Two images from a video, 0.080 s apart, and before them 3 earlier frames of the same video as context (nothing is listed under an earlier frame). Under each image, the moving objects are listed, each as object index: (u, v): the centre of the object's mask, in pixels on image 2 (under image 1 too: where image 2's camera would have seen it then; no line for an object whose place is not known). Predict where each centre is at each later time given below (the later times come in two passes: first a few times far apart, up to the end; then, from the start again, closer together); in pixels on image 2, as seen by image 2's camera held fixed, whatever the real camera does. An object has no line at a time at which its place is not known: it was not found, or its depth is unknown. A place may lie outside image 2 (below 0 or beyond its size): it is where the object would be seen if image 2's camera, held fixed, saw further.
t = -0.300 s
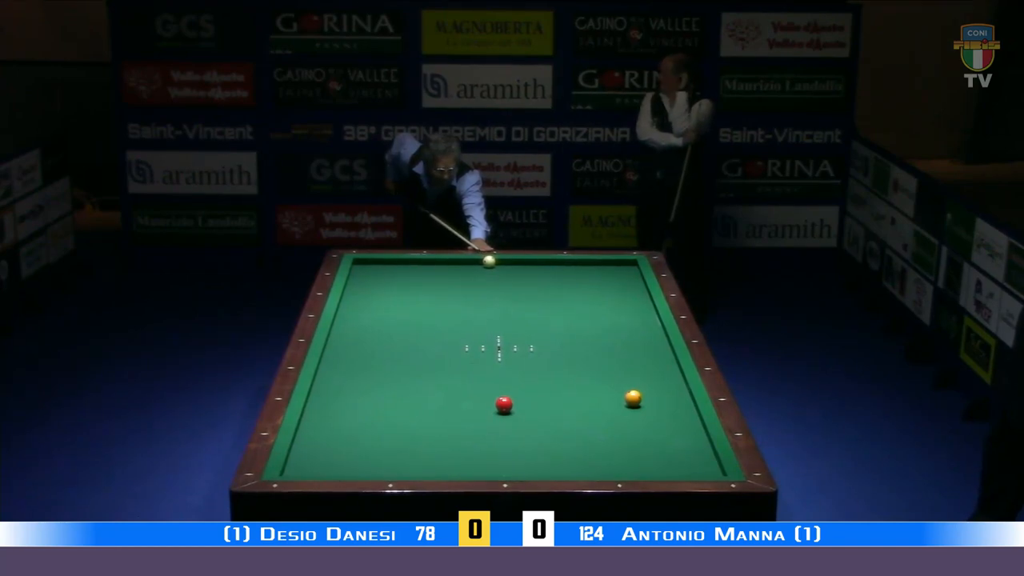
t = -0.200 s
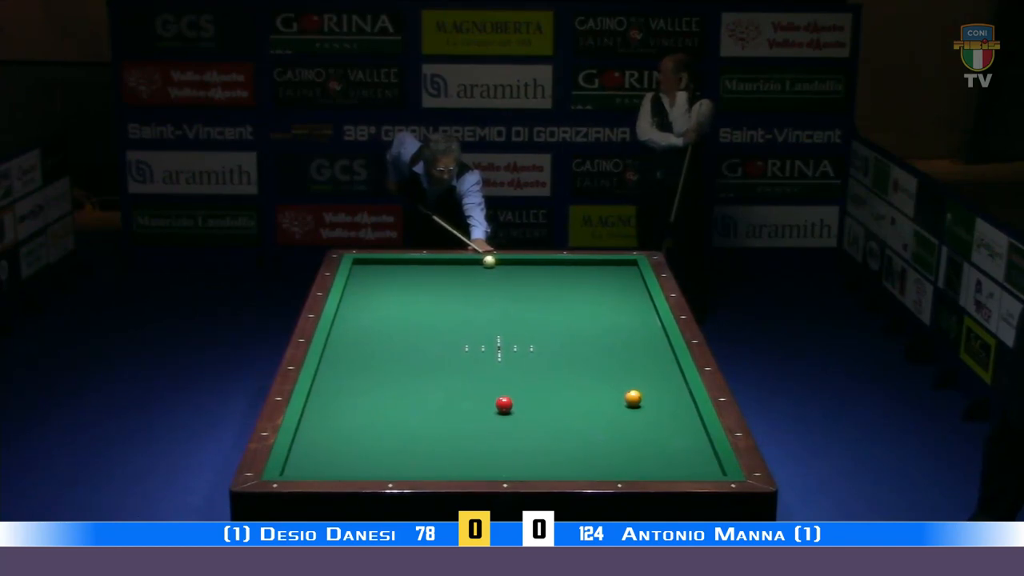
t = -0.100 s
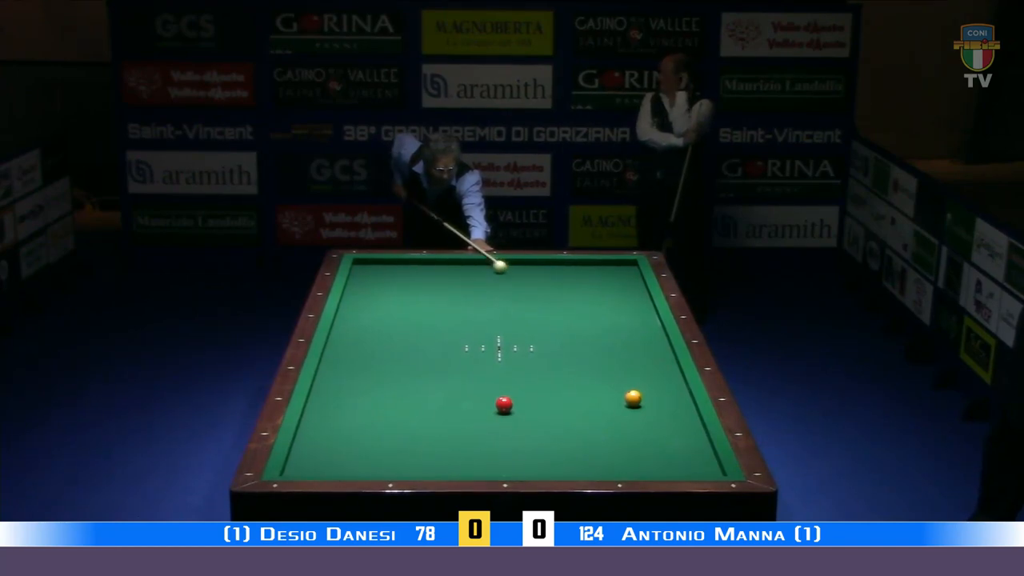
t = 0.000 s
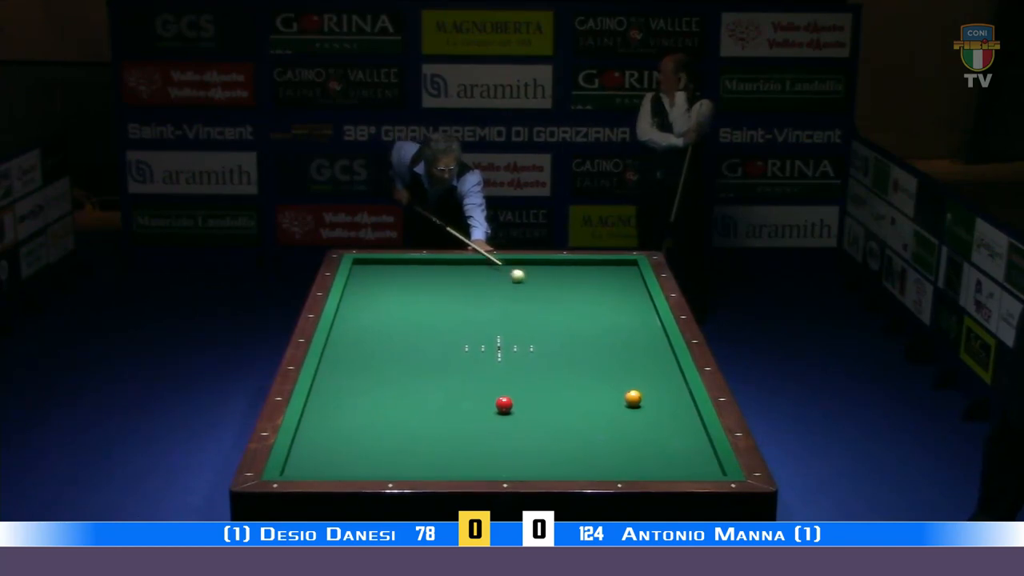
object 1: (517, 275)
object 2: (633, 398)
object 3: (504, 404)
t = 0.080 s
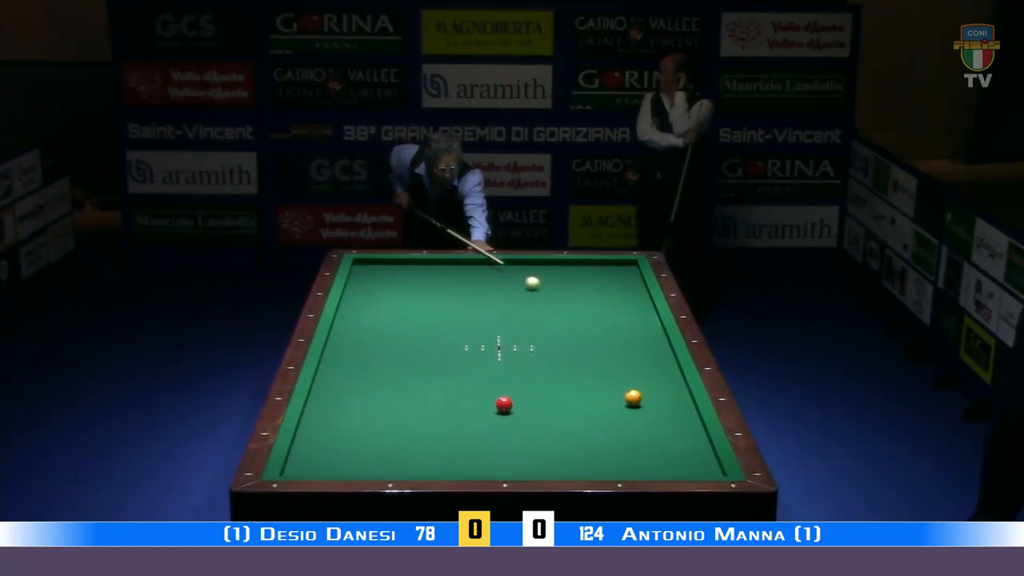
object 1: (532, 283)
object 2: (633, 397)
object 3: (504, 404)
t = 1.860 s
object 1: (645, 418)
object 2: (567, 470)
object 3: (504, 404)
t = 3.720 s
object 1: (660, 470)
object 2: (455, 393)
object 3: (515, 399)
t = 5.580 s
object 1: (654, 446)
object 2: (358, 354)
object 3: (536, 390)
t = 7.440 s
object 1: (653, 437)
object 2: (356, 332)
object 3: (538, 389)
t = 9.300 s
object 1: (652, 436)
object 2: (376, 324)
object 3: (538, 389)
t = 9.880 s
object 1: (652, 437)
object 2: (378, 322)
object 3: (538, 389)
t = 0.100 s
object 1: (536, 285)
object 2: (633, 398)
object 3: (504, 404)
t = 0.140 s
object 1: (544, 289)
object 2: (632, 398)
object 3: (504, 404)
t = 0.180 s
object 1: (552, 293)
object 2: (633, 398)
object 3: (504, 404)
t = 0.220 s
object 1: (560, 297)
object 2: (633, 398)
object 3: (504, 404)
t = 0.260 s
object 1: (568, 301)
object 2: (633, 398)
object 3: (504, 404)
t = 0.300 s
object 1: (576, 306)
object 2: (633, 398)
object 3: (504, 404)
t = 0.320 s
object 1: (581, 308)
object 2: (633, 398)
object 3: (504, 404)
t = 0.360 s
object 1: (589, 312)
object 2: (633, 398)
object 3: (504, 404)
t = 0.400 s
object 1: (597, 317)
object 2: (633, 398)
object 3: (504, 404)
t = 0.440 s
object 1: (607, 321)
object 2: (633, 398)
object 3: (504, 404)
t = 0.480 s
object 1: (616, 326)
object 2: (633, 398)
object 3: (504, 404)
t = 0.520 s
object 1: (625, 330)
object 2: (633, 398)
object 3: (504, 404)
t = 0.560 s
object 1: (635, 336)
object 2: (633, 398)
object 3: (504, 404)
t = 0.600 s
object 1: (644, 340)
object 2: (632, 398)
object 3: (504, 404)
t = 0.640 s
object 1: (654, 345)
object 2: (633, 398)
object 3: (504, 404)
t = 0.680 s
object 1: (664, 350)
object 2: (633, 398)
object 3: (504, 404)
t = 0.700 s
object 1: (667, 353)
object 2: (632, 398)
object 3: (504, 404)
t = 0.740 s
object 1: (663, 357)
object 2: (633, 398)
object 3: (504, 404)
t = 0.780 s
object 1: (658, 362)
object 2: (633, 398)
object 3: (504, 404)
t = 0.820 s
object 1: (654, 366)
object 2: (633, 398)
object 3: (504, 404)
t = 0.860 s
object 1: (650, 371)
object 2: (633, 398)
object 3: (504, 404)
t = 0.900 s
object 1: (647, 375)
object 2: (633, 398)
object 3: (504, 404)
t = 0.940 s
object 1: (644, 380)
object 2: (633, 398)
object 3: (504, 404)
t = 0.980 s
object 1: (642, 384)
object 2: (633, 398)
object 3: (504, 404)
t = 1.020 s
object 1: (640, 388)
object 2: (633, 398)
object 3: (504, 404)
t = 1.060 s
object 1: (639, 391)
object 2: (632, 400)
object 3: (504, 404)
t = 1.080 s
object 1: (639, 392)
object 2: (629, 402)
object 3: (504, 404)
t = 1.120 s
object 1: (639, 394)
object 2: (625, 406)
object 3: (504, 404)
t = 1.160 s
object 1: (640, 395)
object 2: (622, 411)
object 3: (504, 404)
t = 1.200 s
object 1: (640, 396)
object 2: (618, 415)
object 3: (504, 404)
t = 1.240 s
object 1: (640, 397)
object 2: (615, 420)
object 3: (504, 404)
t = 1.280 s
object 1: (641, 398)
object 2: (611, 424)
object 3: (504, 404)
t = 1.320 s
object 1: (641, 400)
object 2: (608, 427)
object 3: (504, 404)
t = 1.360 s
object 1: (642, 401)
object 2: (605, 431)
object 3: (504, 404)
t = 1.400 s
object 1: (642, 402)
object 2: (603, 435)
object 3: (504, 404)
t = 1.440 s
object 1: (642, 404)
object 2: (600, 438)
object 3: (504, 404)
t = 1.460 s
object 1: (643, 404)
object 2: (598, 441)
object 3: (504, 404)
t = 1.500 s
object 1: (643, 406)
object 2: (595, 444)
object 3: (504, 404)
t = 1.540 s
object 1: (643, 407)
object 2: (592, 447)
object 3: (504, 404)
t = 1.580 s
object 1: (643, 409)
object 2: (589, 451)
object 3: (504, 404)
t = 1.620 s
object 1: (643, 410)
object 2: (586, 455)
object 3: (504, 404)
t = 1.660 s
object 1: (644, 411)
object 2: (583, 459)
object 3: (504, 404)
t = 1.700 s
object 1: (644, 413)
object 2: (580, 463)
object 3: (504, 404)
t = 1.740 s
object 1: (644, 414)
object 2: (577, 466)
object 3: (504, 404)
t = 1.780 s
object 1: (645, 415)
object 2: (573, 469)
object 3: (504, 404)
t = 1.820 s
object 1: (645, 417)
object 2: (570, 471)
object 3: (504, 404)
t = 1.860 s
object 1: (645, 418)
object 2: (567, 470)
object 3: (504, 404)
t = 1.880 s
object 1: (646, 419)
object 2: (566, 468)
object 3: (504, 404)
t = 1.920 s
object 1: (646, 420)
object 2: (563, 466)
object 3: (504, 404)
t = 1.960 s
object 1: (646, 422)
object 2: (560, 465)
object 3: (504, 404)
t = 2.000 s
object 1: (646, 423)
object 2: (557, 463)
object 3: (504, 404)
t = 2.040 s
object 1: (647, 424)
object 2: (555, 461)
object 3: (504, 404)
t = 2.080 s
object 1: (647, 426)
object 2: (552, 458)
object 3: (504, 404)
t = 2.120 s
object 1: (647, 427)
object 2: (550, 457)
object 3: (504, 404)
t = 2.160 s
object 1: (647, 428)
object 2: (547, 454)
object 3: (504, 404)
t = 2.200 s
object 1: (648, 430)
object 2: (545, 452)
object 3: (504, 404)
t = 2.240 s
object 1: (648, 431)
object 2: (542, 450)
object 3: (504, 404)
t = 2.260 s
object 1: (648, 432)
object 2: (541, 449)
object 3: (504, 404)
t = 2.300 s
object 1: (648, 433)
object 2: (539, 447)
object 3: (504, 404)
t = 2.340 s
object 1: (649, 434)
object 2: (536, 445)
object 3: (504, 404)
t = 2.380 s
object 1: (649, 436)
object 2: (534, 443)
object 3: (504, 404)
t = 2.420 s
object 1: (649, 437)
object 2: (531, 441)
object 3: (504, 404)
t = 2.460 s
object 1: (650, 439)
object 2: (529, 439)
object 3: (504, 404)
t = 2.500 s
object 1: (650, 440)
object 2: (527, 437)
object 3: (504, 404)
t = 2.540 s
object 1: (650, 441)
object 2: (525, 435)
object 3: (504, 404)
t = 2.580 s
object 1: (651, 443)
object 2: (522, 433)
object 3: (504, 404)
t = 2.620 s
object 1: (651, 444)
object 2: (520, 431)
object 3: (504, 404)
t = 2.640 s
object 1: (651, 444)
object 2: (519, 431)
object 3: (504, 404)
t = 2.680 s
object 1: (652, 446)
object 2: (517, 429)
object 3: (504, 404)
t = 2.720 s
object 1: (652, 447)
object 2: (515, 427)
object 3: (504, 404)
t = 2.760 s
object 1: (653, 449)
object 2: (513, 426)
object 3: (504, 404)
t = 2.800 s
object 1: (653, 450)
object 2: (511, 424)
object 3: (504, 404)
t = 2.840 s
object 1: (653, 451)
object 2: (508, 422)
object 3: (504, 404)
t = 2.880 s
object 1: (654, 453)
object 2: (507, 420)
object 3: (504, 404)
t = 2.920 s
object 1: (654, 454)
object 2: (504, 418)
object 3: (504, 403)
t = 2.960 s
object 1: (654, 455)
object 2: (502, 416)
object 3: (504, 403)
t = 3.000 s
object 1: (655, 456)
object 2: (500, 415)
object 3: (504, 402)
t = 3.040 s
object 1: (655, 458)
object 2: (499, 413)
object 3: (505, 402)
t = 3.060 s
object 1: (655, 459)
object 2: (497, 413)
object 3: (505, 402)
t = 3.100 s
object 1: (656, 460)
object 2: (495, 411)
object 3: (505, 403)
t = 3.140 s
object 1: (657, 461)
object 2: (494, 409)
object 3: (505, 403)
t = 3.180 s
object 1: (657, 463)
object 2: (491, 408)
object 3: (505, 404)
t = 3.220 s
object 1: (657, 464)
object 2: (488, 407)
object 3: (505, 403)
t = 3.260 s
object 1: (658, 465)
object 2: (485, 406)
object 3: (506, 403)
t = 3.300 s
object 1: (658, 466)
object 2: (482, 405)
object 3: (506, 403)
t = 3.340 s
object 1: (659, 466)
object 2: (480, 403)
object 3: (507, 402)
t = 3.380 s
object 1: (659, 467)
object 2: (477, 402)
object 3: (508, 402)
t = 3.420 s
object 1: (659, 468)
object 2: (474, 401)
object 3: (509, 402)
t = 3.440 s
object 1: (660, 468)
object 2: (473, 401)
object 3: (509, 402)
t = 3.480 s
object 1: (660, 470)
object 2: (470, 400)
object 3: (510, 402)
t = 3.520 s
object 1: (660, 471)
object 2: (468, 398)
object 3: (511, 401)
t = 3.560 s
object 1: (661, 471)
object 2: (465, 397)
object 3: (512, 401)
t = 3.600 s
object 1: (661, 471)
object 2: (462, 396)
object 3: (513, 400)
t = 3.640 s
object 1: (661, 470)
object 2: (460, 395)
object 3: (513, 400)
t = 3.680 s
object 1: (660, 470)
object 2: (457, 394)
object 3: (514, 400)
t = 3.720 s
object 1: (660, 470)
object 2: (455, 393)
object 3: (515, 399)
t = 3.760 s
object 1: (660, 469)
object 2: (452, 392)
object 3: (516, 399)
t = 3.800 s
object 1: (660, 469)
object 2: (450, 391)
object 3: (516, 399)
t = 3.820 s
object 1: (660, 468)
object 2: (448, 391)
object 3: (516, 399)
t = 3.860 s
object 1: (660, 468)
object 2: (446, 389)
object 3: (517, 398)
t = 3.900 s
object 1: (660, 467)
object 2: (444, 388)
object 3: (518, 398)
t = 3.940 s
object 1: (660, 467)
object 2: (441, 388)
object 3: (518, 398)
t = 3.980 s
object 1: (660, 467)
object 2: (438, 387)
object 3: (519, 398)
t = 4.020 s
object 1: (659, 466)
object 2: (436, 386)
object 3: (520, 397)
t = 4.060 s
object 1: (660, 466)
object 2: (434, 385)
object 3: (521, 397)
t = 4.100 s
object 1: (659, 465)
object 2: (431, 384)
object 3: (521, 397)
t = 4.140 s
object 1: (659, 465)
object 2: (429, 383)
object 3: (521, 396)
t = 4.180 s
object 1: (659, 465)
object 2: (427, 382)
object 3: (522, 396)
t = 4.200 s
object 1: (659, 464)
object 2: (426, 381)
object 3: (522, 396)
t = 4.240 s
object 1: (658, 463)
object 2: (423, 381)
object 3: (523, 396)
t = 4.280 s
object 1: (658, 462)
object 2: (421, 379)
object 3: (523, 395)
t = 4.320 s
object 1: (658, 462)
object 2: (419, 379)
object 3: (524, 395)
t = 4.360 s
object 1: (658, 461)
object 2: (417, 378)
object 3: (525, 395)
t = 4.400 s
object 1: (658, 461)
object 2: (415, 377)
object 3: (525, 395)
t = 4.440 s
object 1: (657, 460)
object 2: (413, 376)
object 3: (526, 395)
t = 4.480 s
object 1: (657, 459)
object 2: (411, 375)
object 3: (526, 394)
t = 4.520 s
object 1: (657, 459)
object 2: (408, 374)
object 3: (527, 394)
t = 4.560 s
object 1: (657, 458)
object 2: (406, 373)
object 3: (527, 394)
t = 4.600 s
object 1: (657, 458)
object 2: (404, 373)
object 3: (528, 394)
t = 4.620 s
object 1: (657, 458)
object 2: (402, 372)
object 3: (528, 394)
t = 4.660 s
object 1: (656, 457)
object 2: (401, 371)
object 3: (528, 393)
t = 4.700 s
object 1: (656, 456)
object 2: (399, 370)
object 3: (529, 393)
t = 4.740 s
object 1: (656, 456)
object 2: (397, 370)
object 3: (529, 393)
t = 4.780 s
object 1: (656, 455)
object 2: (395, 369)
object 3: (530, 393)
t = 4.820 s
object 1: (656, 455)
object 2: (393, 368)
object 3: (530, 393)
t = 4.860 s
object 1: (656, 454)
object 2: (391, 367)
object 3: (530, 393)
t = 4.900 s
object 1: (656, 454)
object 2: (389, 366)
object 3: (531, 392)
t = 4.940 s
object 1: (656, 453)
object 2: (387, 365)
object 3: (531, 392)
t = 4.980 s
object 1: (655, 453)
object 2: (385, 365)
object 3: (531, 392)
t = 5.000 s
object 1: (655, 453)
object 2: (384, 364)
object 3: (532, 392)
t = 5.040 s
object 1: (655, 452)
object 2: (382, 364)
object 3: (532, 392)
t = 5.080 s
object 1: (655, 452)
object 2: (380, 363)
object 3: (533, 392)
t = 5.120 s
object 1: (655, 451)
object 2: (378, 362)
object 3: (533, 392)
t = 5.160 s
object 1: (655, 451)
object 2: (377, 362)
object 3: (533, 392)
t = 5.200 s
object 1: (655, 450)
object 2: (375, 361)
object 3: (533, 392)
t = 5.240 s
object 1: (655, 450)
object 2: (373, 360)
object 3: (534, 391)
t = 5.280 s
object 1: (655, 449)
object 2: (371, 359)
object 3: (534, 391)
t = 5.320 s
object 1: (655, 449)
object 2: (369, 359)
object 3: (535, 391)
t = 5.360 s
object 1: (655, 449)
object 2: (367, 358)
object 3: (535, 391)
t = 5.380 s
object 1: (654, 448)
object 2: (367, 357)
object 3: (535, 391)
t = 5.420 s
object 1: (654, 448)
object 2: (365, 357)
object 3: (535, 391)
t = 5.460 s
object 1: (654, 448)
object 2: (363, 356)
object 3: (536, 390)
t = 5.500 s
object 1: (654, 448)
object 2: (361, 355)
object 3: (536, 390)
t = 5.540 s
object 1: (654, 447)
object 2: (360, 355)
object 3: (536, 390)
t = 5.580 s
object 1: (654, 446)
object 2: (358, 354)
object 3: (536, 390)
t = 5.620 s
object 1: (654, 446)
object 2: (356, 353)
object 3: (537, 390)
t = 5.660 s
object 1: (654, 446)
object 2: (355, 353)
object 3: (537, 390)
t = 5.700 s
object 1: (654, 445)
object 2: (353, 352)
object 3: (537, 390)
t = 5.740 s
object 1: (654, 445)
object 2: (351, 351)
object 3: (537, 390)
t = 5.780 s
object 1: (653, 445)
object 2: (350, 350)
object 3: (537, 390)
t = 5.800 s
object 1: (653, 445)
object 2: (349, 351)
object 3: (537, 390)
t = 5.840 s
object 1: (653, 444)
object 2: (348, 350)
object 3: (538, 390)
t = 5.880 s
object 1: (653, 444)
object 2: (346, 349)
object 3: (538, 390)
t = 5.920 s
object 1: (653, 444)
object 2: (344, 348)
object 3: (538, 390)
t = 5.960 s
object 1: (653, 443)
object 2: (342, 348)
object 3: (538, 390)
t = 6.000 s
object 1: (653, 443)
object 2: (341, 347)
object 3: (538, 390)
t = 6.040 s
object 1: (653, 443)
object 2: (340, 346)
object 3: (538, 389)
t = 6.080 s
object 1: (653, 442)
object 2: (338, 346)
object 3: (538, 389)
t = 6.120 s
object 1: (653, 442)
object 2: (337, 345)
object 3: (538, 389)
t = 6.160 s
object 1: (653, 442)
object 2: (335, 345)
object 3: (538, 389)
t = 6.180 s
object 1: (653, 442)
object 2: (335, 344)
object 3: (538, 389)
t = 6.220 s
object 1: (653, 442)
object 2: (333, 344)
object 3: (538, 389)
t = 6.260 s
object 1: (653, 441)
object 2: (332, 343)
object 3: (538, 389)
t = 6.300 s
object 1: (653, 441)
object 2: (332, 343)
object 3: (538, 389)
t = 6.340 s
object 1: (653, 441)
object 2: (333, 342)
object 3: (538, 389)
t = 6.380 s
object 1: (653, 441)
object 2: (334, 342)
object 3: (538, 389)
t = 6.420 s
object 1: (654, 441)
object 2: (335, 342)
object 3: (538, 389)
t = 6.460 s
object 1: (654, 440)
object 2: (336, 341)
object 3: (538, 389)
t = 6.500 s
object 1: (654, 440)
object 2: (337, 341)
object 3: (538, 389)
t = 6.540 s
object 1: (654, 440)
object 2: (338, 340)
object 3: (538, 389)
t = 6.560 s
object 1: (654, 440)
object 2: (338, 340)
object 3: (538, 389)
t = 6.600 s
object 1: (654, 439)
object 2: (340, 340)
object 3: (538, 389)
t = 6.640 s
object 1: (654, 439)
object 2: (340, 339)
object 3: (538, 389)
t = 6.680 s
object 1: (654, 439)
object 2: (341, 339)
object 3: (538, 389)
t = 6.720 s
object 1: (654, 439)
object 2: (342, 338)
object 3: (538, 389)
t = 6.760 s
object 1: (654, 439)
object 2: (343, 338)
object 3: (538, 389)
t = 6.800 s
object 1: (654, 438)
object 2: (344, 338)
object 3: (538, 389)
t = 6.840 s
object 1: (654, 438)
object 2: (344, 337)
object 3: (538, 389)
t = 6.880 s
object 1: (654, 438)
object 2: (345, 337)
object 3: (538, 389)
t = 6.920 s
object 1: (654, 438)
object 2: (346, 336)
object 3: (538, 389)
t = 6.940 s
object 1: (654, 438)
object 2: (347, 336)
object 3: (538, 389)
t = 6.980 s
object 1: (654, 438)
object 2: (348, 336)
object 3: (538, 389)
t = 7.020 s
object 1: (654, 438)
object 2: (348, 336)
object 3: (538, 389)
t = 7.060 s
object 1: (653, 438)
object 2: (349, 335)
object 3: (538, 389)
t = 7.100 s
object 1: (653, 437)
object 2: (350, 335)
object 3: (538, 389)
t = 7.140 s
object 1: (653, 437)
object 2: (351, 335)
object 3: (538, 389)
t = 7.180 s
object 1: (653, 437)
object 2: (351, 334)
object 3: (538, 389)
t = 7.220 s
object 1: (653, 437)
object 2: (352, 334)
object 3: (538, 389)
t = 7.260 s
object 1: (653, 437)
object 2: (353, 334)
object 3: (538, 389)
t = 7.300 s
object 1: (653, 437)
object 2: (354, 333)
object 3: (538, 389)
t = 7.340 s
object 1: (653, 437)
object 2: (354, 333)
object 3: (538, 389)
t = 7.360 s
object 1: (653, 437)
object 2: (354, 333)
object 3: (538, 389)
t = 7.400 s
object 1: (653, 437)
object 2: (355, 332)
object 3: (538, 389)
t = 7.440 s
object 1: (653, 437)
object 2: (356, 332)
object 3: (538, 389)
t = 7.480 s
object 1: (652, 437)
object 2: (357, 332)
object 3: (538, 389)
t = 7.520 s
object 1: (652, 437)
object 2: (357, 332)
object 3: (538, 389)
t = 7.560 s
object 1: (652, 437)
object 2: (358, 331)
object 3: (538, 389)
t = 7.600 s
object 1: (652, 437)
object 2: (359, 331)
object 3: (538, 389)
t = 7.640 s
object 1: (652, 437)
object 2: (359, 331)
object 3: (538, 389)
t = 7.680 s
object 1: (652, 437)
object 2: (360, 331)
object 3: (538, 389)
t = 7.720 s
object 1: (652, 437)
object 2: (360, 330)
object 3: (538, 389)
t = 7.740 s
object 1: (652, 437)
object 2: (361, 330)
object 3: (538, 389)
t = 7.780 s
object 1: (652, 437)
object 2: (361, 330)
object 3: (538, 389)
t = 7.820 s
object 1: (652, 437)
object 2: (362, 330)
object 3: (538, 389)
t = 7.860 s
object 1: (652, 437)
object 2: (362, 329)
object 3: (538, 389)
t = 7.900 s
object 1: (652, 437)
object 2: (363, 329)
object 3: (538, 389)
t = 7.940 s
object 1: (652, 437)
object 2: (363, 329)
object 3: (538, 389)
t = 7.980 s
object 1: (652, 437)
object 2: (364, 329)
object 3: (538, 389)
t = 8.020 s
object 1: (652, 437)
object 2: (364, 328)
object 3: (538, 389)
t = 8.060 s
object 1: (652, 437)
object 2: (365, 328)
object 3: (538, 389)
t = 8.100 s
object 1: (652, 437)
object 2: (365, 328)
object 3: (538, 389)
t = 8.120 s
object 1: (652, 437)
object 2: (366, 328)
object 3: (538, 389)
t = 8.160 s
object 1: (652, 437)
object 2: (366, 328)
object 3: (538, 389)
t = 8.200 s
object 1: (652, 437)
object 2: (366, 327)
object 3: (538, 389)
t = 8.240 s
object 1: (652, 437)
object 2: (367, 327)
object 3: (538, 389)
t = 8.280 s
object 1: (652, 437)
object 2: (367, 327)
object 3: (538, 389)
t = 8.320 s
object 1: (652, 437)
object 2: (368, 327)
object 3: (538, 389)
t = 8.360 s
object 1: (652, 437)
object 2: (368, 326)
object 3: (538, 389)
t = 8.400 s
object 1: (652, 437)
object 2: (369, 326)
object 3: (538, 389)
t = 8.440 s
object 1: (652, 437)
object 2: (369, 326)
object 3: (538, 389)
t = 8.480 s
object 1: (652, 437)
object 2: (370, 326)
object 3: (538, 389)
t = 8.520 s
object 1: (652, 437)
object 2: (370, 326)
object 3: (538, 389)
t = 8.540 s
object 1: (652, 437)
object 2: (371, 326)
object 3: (538, 389)
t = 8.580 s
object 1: (652, 437)
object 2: (371, 325)
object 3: (538, 389)
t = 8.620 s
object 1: (652, 437)
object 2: (371, 325)
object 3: (538, 389)
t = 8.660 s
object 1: (652, 436)
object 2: (372, 325)
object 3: (538, 389)
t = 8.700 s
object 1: (652, 437)
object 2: (372, 325)
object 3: (538, 389)
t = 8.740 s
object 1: (652, 437)
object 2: (373, 325)
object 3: (538, 389)
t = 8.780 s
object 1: (652, 437)
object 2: (373, 325)
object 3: (538, 389)
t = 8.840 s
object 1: (652, 437)
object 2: (373, 325)
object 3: (538, 389)
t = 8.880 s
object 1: (652, 437)
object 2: (373, 325)
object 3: (538, 389)
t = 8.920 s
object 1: (652, 436)
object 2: (374, 324)
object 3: (538, 389)
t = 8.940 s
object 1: (652, 437)
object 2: (374, 324)
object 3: (538, 389)
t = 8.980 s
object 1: (652, 437)
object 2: (374, 324)
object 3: (538, 389)
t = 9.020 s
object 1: (652, 436)
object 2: (375, 324)
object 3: (538, 389)
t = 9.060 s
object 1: (652, 436)
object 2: (375, 324)
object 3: (538, 389)
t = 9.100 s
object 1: (652, 436)
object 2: (375, 324)
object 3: (538, 389)
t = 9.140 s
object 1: (652, 437)
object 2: (376, 324)
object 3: (538, 389)
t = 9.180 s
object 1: (652, 437)
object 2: (376, 324)
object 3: (538, 389)
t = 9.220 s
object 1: (652, 436)
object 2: (376, 324)
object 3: (538, 389)
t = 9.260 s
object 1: (652, 436)
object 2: (376, 323)
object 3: (538, 389)
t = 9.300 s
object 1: (652, 436)
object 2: (376, 324)
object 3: (538, 389)
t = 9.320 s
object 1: (652, 436)
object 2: (377, 323)
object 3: (538, 389)
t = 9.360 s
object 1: (652, 436)
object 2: (377, 323)
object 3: (538, 389)
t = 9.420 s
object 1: (652, 436)
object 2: (377, 323)
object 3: (538, 389)
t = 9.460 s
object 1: (652, 436)
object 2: (377, 323)
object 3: (538, 389)
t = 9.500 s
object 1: (652, 436)
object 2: (377, 323)
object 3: (538, 389)
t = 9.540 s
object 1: (652, 436)
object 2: (378, 323)
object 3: (538, 389)
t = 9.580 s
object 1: (652, 436)
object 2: (378, 323)
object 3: (538, 389)
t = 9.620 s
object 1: (652, 436)
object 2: (378, 323)
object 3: (538, 389)
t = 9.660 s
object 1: (652, 436)
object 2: (378, 323)
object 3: (538, 389)
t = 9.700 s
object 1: (652, 436)
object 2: (378, 323)
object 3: (538, 389)
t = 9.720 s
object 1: (652, 436)
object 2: (378, 323)
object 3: (538, 389)
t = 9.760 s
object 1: (652, 436)
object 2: (378, 322)
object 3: (538, 389)
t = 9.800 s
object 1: (652, 436)
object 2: (378, 322)
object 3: (538, 389)
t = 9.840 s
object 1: (652, 437)
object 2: (378, 322)
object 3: (538, 389)
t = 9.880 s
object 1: (652, 437)
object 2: (378, 322)
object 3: (538, 389)
